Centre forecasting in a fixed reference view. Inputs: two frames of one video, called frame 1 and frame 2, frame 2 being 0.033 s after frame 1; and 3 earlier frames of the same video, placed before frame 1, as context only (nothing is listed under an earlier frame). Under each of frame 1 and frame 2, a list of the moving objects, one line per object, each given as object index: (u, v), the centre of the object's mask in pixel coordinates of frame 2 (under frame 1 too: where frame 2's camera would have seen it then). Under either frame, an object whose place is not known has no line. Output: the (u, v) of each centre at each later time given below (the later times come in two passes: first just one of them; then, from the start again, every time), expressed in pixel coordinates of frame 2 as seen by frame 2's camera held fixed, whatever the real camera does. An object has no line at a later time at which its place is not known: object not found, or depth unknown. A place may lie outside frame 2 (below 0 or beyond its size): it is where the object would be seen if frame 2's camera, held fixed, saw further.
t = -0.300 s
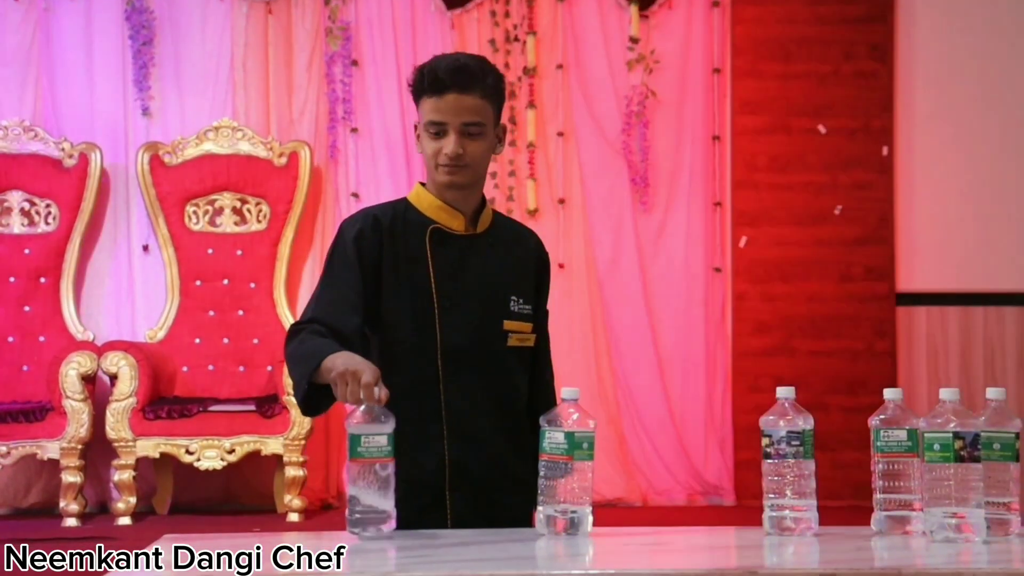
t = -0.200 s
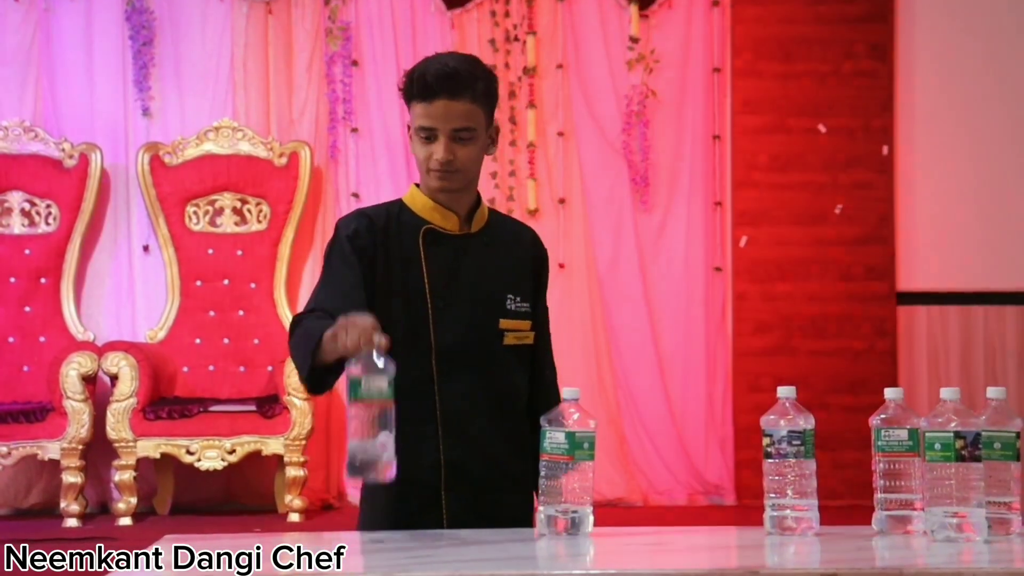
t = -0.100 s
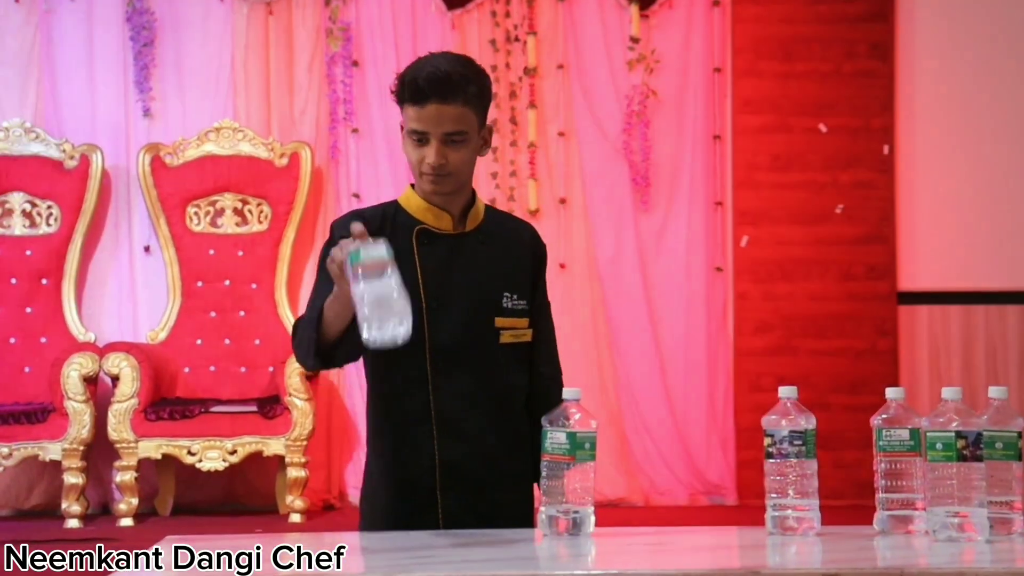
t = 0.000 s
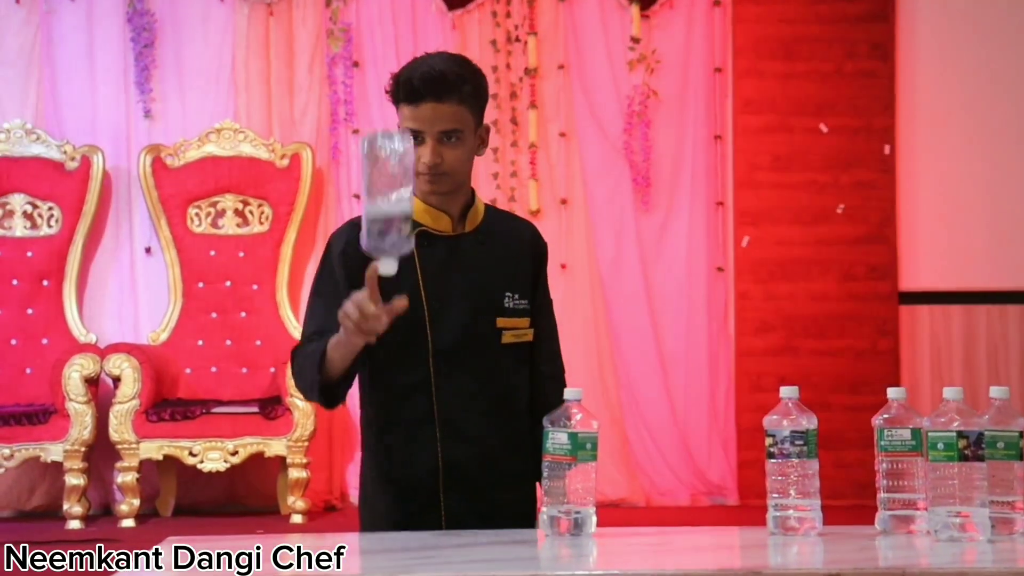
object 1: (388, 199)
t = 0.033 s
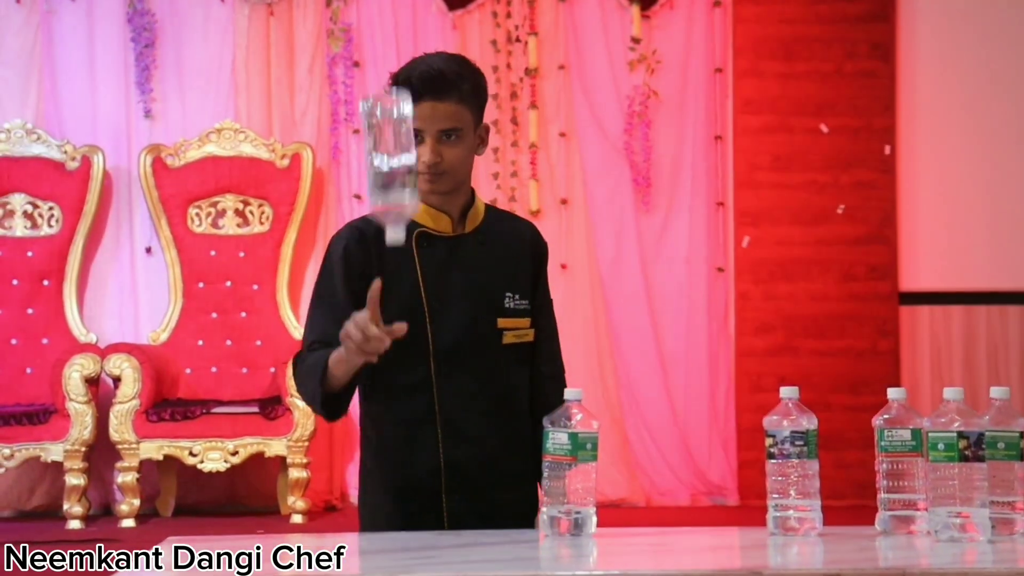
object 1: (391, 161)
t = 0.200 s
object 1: (392, 51)
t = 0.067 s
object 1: (392, 119)
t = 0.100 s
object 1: (391, 91)
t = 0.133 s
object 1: (391, 70)
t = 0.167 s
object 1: (391, 57)
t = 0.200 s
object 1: (392, 51)
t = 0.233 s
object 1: (394, 55)
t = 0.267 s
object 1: (395, 67)
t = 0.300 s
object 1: (397, 88)
